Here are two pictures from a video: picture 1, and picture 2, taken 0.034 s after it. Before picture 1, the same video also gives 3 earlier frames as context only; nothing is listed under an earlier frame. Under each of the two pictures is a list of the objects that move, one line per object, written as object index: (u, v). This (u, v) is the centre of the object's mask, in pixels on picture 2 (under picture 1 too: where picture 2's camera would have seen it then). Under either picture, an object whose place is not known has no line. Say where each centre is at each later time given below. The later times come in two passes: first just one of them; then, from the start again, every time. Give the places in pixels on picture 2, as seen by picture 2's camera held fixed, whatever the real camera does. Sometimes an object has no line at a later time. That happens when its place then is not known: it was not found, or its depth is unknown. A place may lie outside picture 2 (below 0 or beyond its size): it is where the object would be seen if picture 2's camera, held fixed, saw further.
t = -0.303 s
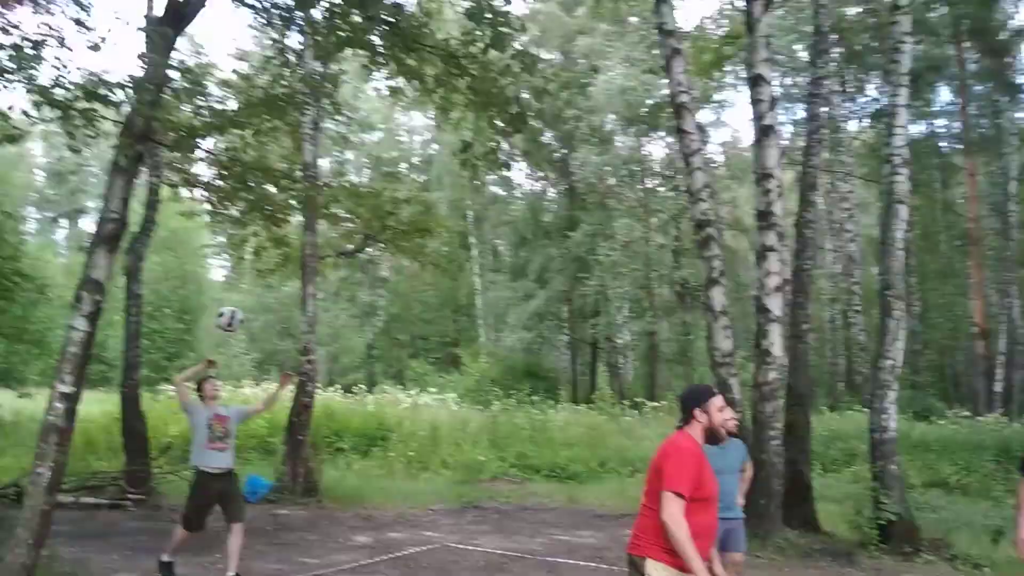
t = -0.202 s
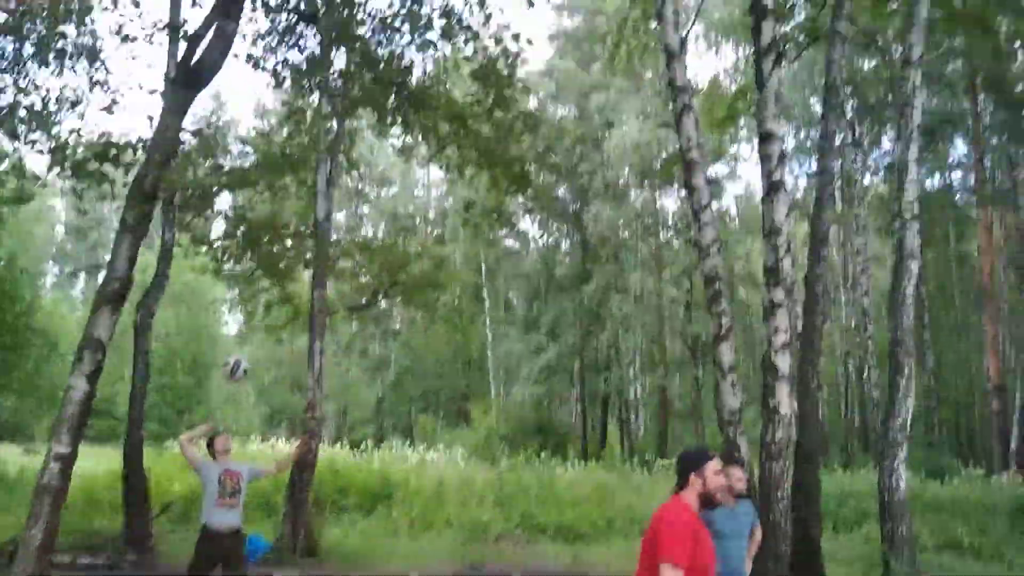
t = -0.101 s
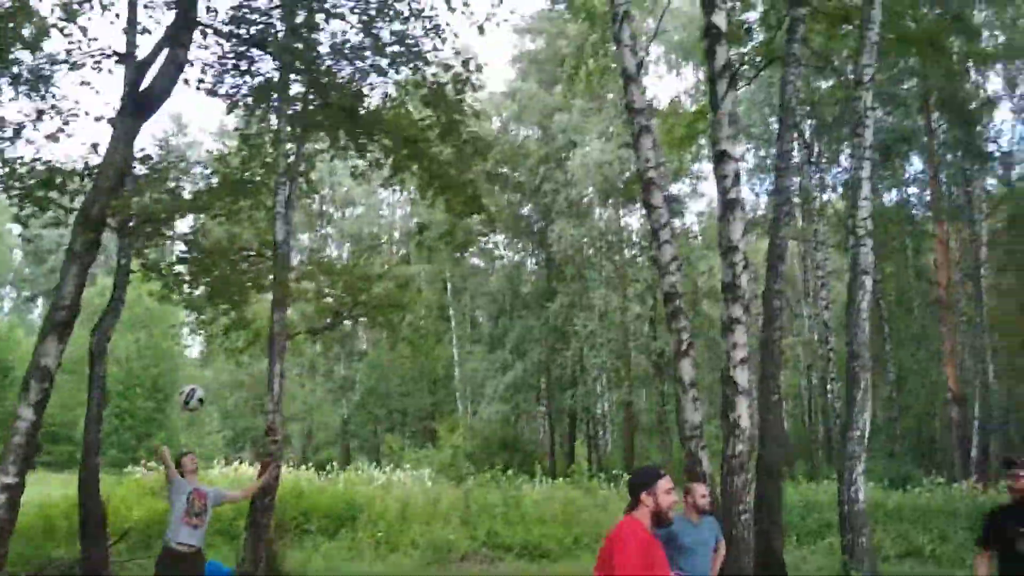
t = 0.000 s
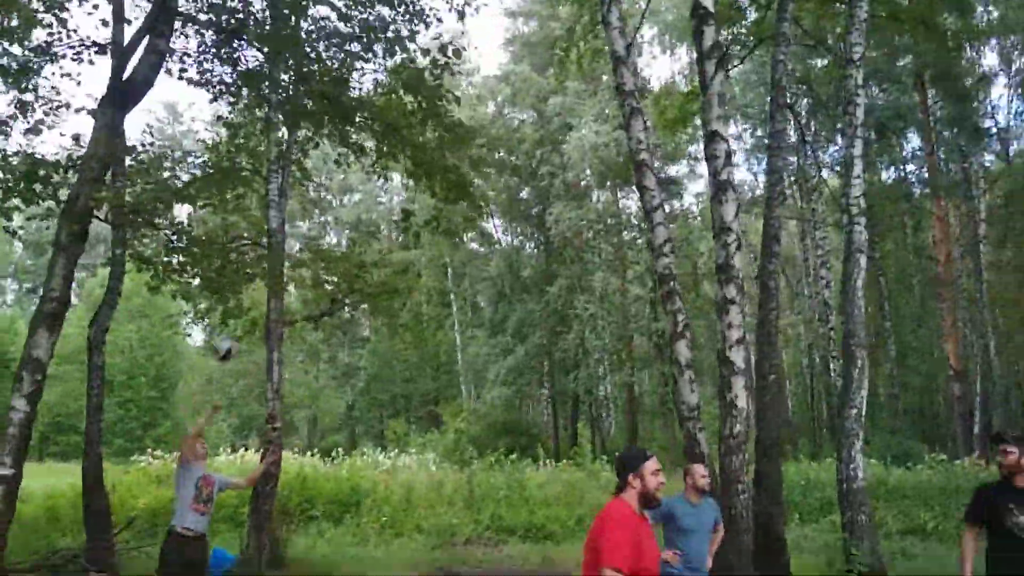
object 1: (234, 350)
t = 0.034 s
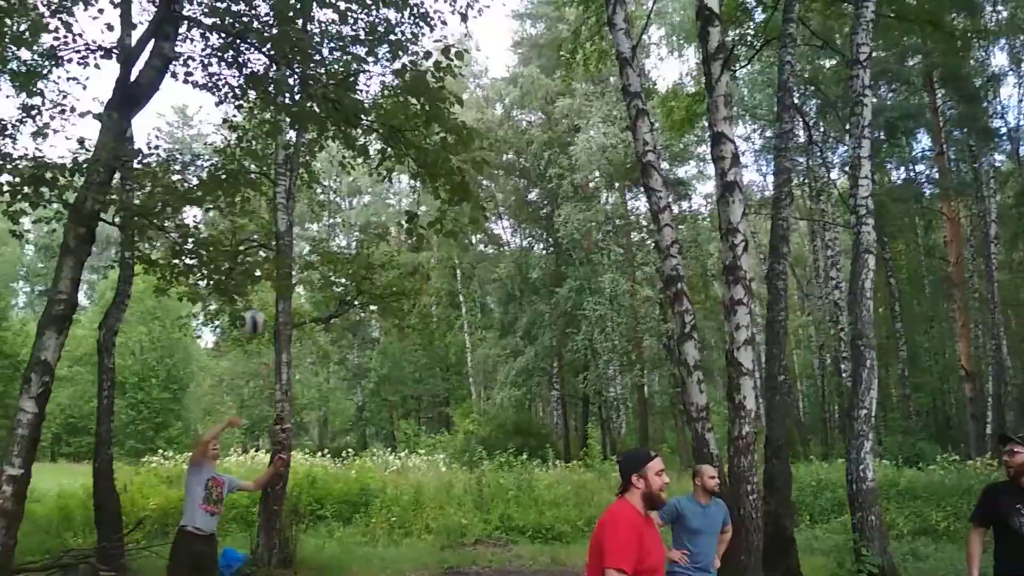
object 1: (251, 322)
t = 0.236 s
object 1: (376, 179)
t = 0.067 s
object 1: (271, 299)
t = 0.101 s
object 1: (294, 273)
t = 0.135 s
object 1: (313, 246)
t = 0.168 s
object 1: (334, 223)
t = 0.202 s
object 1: (353, 202)
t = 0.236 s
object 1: (376, 179)
